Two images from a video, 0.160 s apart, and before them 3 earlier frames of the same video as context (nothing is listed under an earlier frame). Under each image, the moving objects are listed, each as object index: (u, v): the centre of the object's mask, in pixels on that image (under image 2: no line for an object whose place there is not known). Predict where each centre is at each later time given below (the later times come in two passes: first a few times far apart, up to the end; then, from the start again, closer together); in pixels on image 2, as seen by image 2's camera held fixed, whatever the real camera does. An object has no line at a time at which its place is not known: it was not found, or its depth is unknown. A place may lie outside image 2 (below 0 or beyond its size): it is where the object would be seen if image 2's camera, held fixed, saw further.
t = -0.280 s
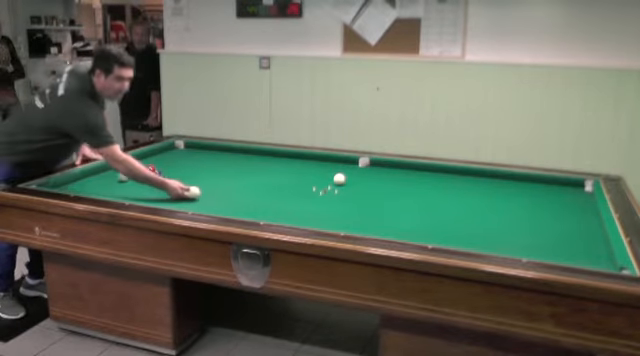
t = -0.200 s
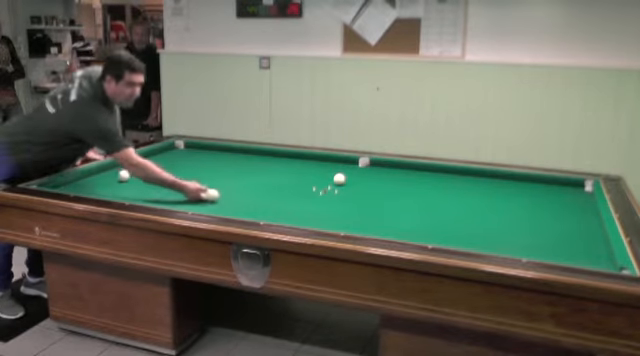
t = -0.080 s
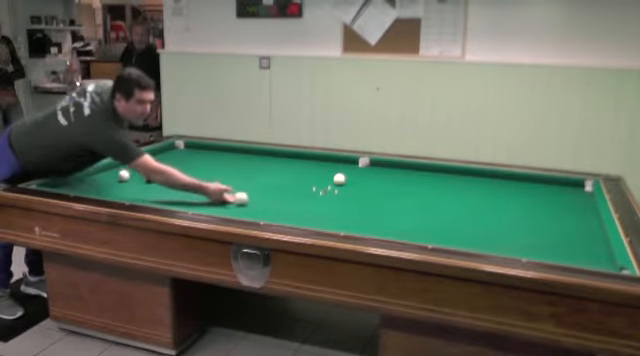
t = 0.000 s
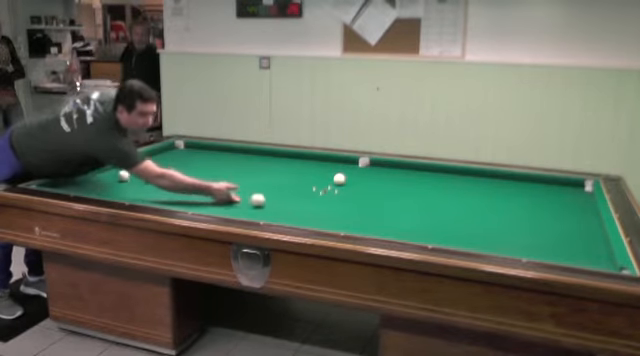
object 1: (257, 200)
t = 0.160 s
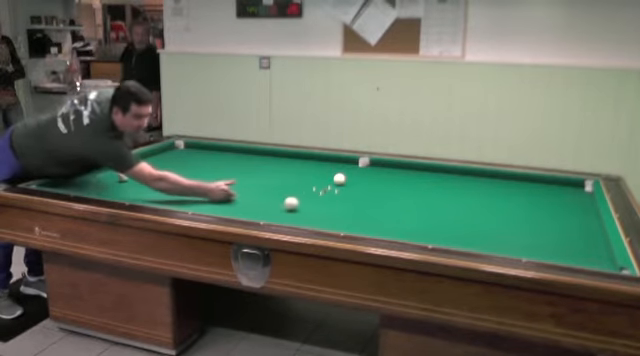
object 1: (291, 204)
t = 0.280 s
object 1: (316, 206)
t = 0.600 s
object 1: (387, 214)
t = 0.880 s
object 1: (451, 220)
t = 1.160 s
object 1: (516, 228)
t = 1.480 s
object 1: (590, 236)
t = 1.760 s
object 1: (563, 231)
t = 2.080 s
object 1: (520, 225)
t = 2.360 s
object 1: (484, 219)
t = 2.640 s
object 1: (450, 214)
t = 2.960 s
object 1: (413, 209)
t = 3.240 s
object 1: (382, 204)
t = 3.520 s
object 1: (353, 200)
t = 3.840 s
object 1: (323, 195)
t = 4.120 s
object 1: (297, 192)
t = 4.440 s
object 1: (270, 188)
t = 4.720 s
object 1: (248, 185)
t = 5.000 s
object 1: (228, 182)
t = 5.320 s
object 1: (206, 179)
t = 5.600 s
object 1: (189, 176)
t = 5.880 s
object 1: (173, 173)
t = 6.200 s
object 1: (163, 171)
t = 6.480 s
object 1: (160, 168)
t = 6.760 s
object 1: (159, 166)
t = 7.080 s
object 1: (158, 164)
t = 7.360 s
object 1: (158, 162)
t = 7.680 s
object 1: (157, 159)
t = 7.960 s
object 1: (156, 157)
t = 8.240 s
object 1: (155, 156)
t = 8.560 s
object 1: (155, 155)
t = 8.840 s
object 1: (155, 154)
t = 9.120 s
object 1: (155, 153)
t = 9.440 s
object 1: (155, 153)
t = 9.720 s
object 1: (156, 151)
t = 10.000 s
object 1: (157, 151)
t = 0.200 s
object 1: (299, 205)
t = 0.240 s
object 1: (308, 205)
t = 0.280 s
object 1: (316, 206)
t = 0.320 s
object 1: (325, 207)
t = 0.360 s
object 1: (333, 208)
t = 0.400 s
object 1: (342, 209)
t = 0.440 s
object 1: (352, 210)
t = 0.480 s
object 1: (360, 211)
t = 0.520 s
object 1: (369, 212)
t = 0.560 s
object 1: (378, 213)
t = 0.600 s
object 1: (387, 214)
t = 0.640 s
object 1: (396, 215)
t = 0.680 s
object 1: (405, 216)
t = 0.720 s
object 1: (415, 217)
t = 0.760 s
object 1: (424, 217)
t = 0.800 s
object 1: (433, 218)
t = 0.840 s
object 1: (442, 220)
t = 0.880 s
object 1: (451, 220)
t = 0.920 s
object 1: (461, 221)
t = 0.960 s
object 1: (470, 222)
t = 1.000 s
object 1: (479, 224)
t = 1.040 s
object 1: (488, 225)
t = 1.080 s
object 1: (497, 226)
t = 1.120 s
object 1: (507, 227)
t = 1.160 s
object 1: (516, 228)
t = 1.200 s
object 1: (525, 228)
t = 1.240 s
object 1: (534, 230)
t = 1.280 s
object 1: (544, 231)
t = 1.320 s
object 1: (553, 232)
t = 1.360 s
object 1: (562, 233)
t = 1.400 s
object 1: (571, 234)
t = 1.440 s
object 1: (580, 235)
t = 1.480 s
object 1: (590, 236)
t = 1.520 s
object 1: (600, 237)
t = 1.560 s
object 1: (595, 236)
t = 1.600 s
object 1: (587, 235)
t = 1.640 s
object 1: (580, 234)
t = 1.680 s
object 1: (575, 233)
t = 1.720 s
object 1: (569, 232)
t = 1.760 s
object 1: (563, 231)
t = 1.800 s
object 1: (558, 230)
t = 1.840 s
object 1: (552, 230)
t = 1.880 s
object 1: (547, 229)
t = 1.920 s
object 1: (542, 228)
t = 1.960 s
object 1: (536, 227)
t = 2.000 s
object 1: (531, 226)
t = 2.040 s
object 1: (526, 225)
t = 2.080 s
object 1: (520, 225)
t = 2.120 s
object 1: (515, 224)
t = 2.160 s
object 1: (510, 223)
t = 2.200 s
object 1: (505, 222)
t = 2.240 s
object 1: (499, 221)
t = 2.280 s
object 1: (494, 221)
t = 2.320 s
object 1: (489, 220)
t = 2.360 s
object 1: (484, 219)
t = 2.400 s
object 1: (479, 218)
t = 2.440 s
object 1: (474, 218)
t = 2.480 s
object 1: (469, 217)
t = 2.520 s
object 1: (464, 216)
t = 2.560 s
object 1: (459, 215)
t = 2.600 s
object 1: (455, 215)
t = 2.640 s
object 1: (450, 214)
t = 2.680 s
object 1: (445, 213)
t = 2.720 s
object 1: (440, 213)
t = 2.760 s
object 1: (436, 212)
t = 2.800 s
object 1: (431, 211)
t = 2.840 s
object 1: (426, 211)
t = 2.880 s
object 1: (422, 210)
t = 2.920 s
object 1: (418, 209)
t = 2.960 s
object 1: (413, 209)
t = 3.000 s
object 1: (408, 208)
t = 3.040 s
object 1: (404, 207)
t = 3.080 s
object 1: (399, 207)
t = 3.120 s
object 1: (395, 206)
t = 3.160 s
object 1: (391, 206)
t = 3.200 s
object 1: (387, 205)
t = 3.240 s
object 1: (382, 204)
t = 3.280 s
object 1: (378, 204)
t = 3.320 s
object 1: (374, 203)
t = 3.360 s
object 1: (370, 202)
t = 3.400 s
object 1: (366, 202)
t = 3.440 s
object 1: (361, 201)
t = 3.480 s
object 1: (357, 201)
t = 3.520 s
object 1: (353, 200)
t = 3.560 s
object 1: (349, 200)
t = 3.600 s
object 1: (345, 199)
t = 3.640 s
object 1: (341, 198)
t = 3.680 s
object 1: (338, 198)
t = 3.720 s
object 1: (334, 197)
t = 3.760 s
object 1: (330, 197)
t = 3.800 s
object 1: (326, 196)
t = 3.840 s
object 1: (323, 195)
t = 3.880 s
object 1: (318, 195)
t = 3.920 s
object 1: (315, 195)
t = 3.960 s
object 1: (311, 194)
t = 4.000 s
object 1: (308, 193)
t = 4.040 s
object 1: (304, 193)
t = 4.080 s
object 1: (301, 192)
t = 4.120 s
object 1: (297, 192)
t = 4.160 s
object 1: (293, 191)
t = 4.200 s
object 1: (290, 191)
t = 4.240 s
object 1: (287, 190)
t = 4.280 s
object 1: (284, 190)
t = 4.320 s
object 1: (280, 189)
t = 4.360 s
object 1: (277, 189)
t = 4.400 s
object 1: (273, 189)
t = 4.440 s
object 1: (270, 188)
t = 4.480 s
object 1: (267, 187)
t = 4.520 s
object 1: (264, 187)
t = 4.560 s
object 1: (261, 187)
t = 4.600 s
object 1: (258, 186)
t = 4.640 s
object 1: (254, 186)
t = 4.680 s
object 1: (251, 185)
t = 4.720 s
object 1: (248, 185)
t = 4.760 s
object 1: (245, 185)
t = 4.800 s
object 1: (242, 184)
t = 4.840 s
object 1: (239, 184)
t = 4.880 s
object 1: (236, 183)
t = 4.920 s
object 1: (234, 183)
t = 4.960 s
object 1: (231, 182)
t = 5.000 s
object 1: (228, 182)
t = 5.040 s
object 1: (225, 181)
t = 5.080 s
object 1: (222, 181)
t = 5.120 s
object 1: (219, 181)
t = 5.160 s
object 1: (217, 180)
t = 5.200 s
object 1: (214, 180)
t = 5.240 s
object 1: (211, 179)
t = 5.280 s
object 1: (209, 179)
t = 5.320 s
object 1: (206, 179)
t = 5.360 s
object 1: (204, 178)
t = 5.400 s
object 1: (201, 178)
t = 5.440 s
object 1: (198, 178)
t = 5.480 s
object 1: (196, 178)
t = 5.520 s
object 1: (194, 177)
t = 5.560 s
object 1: (192, 177)
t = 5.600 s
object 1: (189, 176)
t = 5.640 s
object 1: (187, 176)
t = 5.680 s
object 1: (184, 176)
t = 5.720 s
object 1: (182, 175)
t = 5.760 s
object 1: (179, 175)
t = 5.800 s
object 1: (177, 175)
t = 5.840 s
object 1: (175, 174)
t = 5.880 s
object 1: (173, 173)
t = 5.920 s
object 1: (171, 173)
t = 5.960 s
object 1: (168, 173)
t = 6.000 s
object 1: (166, 173)
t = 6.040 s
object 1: (166, 172)
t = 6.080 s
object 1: (166, 172)
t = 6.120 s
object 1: (165, 171)
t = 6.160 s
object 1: (164, 171)
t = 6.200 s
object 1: (163, 171)
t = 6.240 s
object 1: (162, 170)
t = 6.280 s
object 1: (161, 170)
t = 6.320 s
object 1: (161, 170)
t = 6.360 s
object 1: (160, 169)
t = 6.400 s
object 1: (160, 169)
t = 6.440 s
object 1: (160, 169)
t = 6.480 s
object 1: (160, 168)
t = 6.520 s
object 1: (160, 168)
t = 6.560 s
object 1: (160, 168)
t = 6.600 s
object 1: (159, 167)
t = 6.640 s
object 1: (159, 167)
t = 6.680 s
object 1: (159, 166)
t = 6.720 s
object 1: (159, 166)
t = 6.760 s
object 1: (159, 166)
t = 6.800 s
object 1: (159, 166)
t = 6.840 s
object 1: (159, 165)
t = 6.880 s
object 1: (159, 165)
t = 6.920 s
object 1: (159, 164)
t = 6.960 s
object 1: (159, 164)
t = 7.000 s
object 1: (159, 164)
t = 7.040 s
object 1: (159, 164)
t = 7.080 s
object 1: (158, 164)
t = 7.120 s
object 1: (158, 163)
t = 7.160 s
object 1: (158, 163)
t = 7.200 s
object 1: (158, 163)
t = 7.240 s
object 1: (158, 162)
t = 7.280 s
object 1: (158, 162)
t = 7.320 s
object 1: (158, 162)
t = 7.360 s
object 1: (158, 162)
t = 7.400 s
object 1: (157, 161)
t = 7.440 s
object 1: (157, 161)
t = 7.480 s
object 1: (157, 161)
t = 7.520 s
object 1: (157, 160)
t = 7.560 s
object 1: (157, 160)
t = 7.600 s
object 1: (157, 160)
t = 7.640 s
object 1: (157, 160)
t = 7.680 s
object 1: (157, 159)
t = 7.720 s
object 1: (157, 159)
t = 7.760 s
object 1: (157, 159)
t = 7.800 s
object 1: (157, 159)
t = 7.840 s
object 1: (157, 159)
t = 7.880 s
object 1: (156, 158)
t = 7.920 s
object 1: (156, 158)
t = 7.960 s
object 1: (156, 157)
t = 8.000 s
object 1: (156, 157)
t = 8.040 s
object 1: (156, 157)
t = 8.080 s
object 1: (156, 157)
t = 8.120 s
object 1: (156, 157)
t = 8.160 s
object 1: (156, 157)
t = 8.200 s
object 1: (155, 156)
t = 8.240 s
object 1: (155, 156)
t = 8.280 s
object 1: (155, 156)
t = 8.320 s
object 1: (155, 156)
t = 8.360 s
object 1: (155, 156)
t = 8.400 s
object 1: (155, 156)
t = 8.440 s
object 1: (155, 155)
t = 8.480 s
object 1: (155, 155)
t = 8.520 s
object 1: (155, 155)
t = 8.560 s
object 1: (155, 155)
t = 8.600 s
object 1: (155, 155)
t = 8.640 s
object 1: (155, 155)
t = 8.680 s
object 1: (155, 155)
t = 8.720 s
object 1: (155, 154)
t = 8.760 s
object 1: (155, 154)
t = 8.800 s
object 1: (155, 154)
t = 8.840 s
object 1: (155, 154)
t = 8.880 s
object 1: (155, 154)
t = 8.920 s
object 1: (155, 154)
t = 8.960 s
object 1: (155, 153)
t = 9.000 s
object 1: (155, 153)
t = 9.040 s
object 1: (155, 153)
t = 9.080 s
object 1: (155, 153)
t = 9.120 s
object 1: (155, 153)
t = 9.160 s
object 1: (155, 153)
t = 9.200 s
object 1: (155, 153)
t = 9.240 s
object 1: (155, 153)
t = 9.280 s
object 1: (155, 153)
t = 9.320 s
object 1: (155, 153)
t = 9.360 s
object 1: (155, 153)
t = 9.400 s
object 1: (155, 153)
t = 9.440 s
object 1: (155, 153)
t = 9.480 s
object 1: (155, 153)
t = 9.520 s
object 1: (155, 153)
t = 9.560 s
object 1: (155, 152)
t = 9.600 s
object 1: (155, 152)
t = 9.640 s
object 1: (155, 152)
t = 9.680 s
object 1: (155, 152)
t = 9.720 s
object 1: (156, 151)
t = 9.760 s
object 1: (156, 151)
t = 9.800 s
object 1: (156, 151)
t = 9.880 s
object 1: (156, 151)
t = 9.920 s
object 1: (156, 151)
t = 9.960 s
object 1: (157, 151)
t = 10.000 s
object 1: (157, 151)
